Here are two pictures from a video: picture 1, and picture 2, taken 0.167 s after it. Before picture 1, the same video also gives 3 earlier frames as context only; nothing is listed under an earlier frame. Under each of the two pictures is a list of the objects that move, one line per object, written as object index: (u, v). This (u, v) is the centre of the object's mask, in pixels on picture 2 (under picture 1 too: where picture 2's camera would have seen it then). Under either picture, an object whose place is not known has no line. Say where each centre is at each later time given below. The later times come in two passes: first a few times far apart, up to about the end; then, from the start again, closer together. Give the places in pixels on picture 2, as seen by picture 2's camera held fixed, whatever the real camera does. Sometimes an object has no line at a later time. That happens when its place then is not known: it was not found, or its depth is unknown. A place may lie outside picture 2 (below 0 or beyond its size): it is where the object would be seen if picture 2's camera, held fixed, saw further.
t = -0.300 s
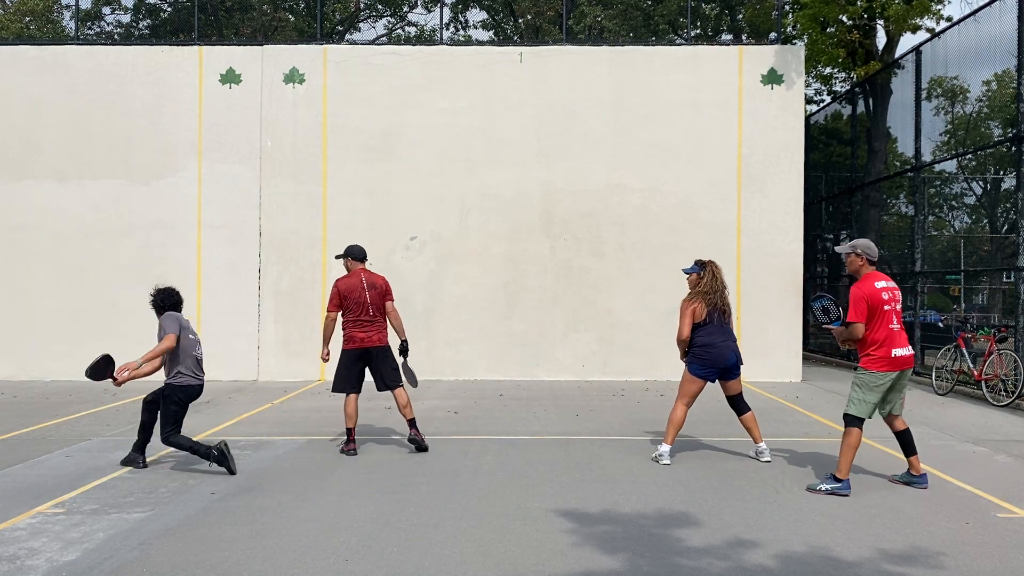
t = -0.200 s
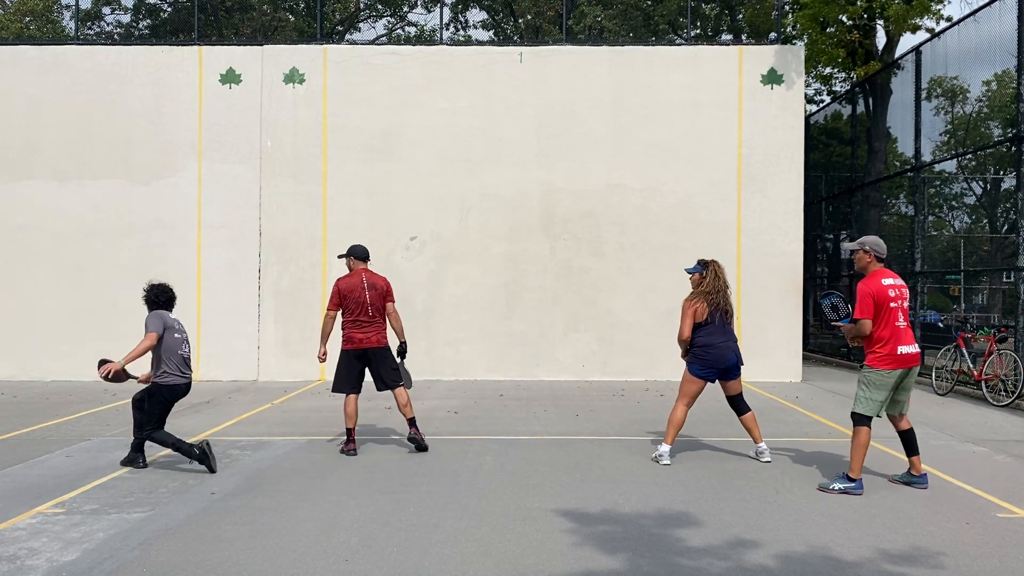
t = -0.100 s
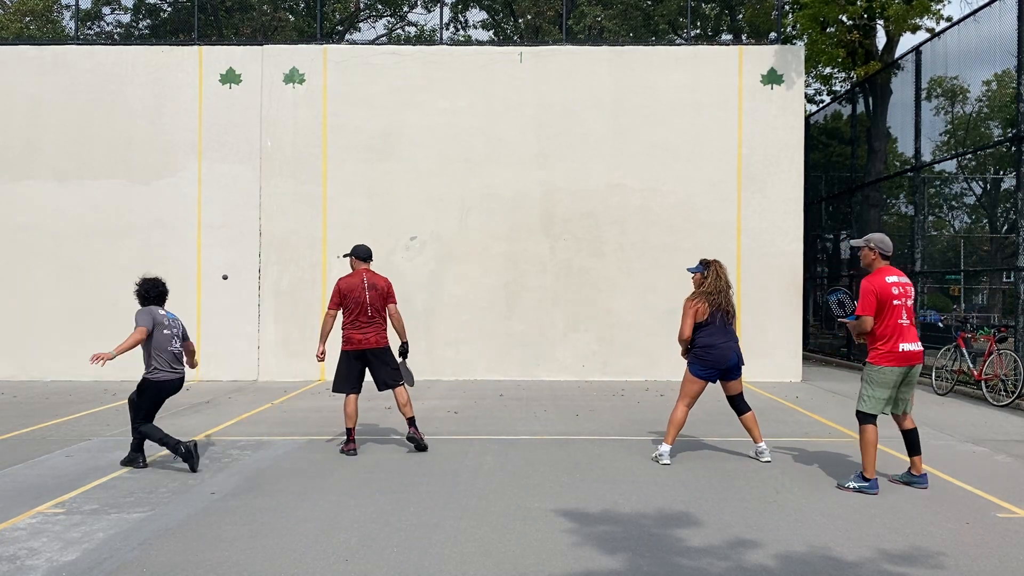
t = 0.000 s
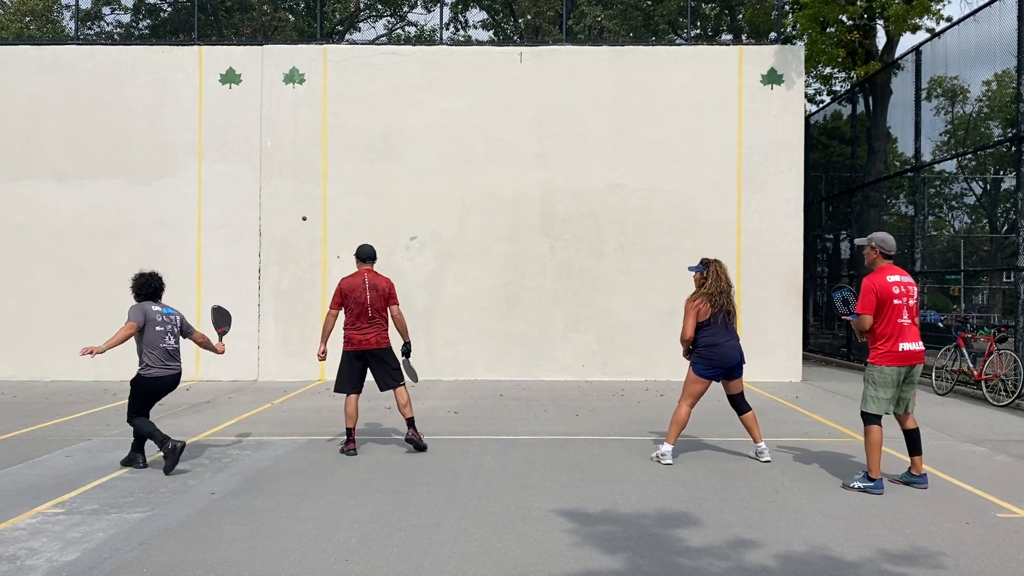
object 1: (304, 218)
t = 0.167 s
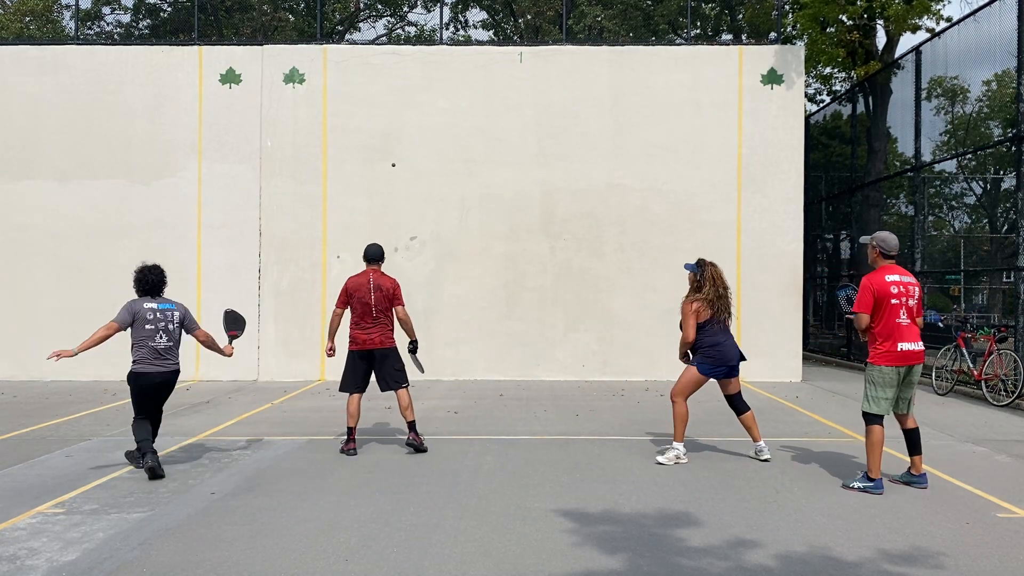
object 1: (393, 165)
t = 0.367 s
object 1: (433, 124)
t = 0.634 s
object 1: (466, 88)
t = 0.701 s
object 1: (477, 87)
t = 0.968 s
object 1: (544, 137)
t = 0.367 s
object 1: (433, 124)
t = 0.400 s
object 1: (436, 117)
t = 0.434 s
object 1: (440, 111)
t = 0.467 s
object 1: (444, 106)
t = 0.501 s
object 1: (448, 101)
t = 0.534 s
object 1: (452, 96)
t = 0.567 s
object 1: (456, 93)
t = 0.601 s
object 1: (461, 90)
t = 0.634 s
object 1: (466, 88)
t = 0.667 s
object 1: (472, 87)
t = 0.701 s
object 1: (477, 87)
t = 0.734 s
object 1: (484, 88)
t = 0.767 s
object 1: (491, 90)
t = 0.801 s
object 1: (498, 94)
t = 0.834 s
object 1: (506, 99)
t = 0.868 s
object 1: (514, 106)
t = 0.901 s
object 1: (523, 114)
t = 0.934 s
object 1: (533, 125)
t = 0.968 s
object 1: (544, 137)
